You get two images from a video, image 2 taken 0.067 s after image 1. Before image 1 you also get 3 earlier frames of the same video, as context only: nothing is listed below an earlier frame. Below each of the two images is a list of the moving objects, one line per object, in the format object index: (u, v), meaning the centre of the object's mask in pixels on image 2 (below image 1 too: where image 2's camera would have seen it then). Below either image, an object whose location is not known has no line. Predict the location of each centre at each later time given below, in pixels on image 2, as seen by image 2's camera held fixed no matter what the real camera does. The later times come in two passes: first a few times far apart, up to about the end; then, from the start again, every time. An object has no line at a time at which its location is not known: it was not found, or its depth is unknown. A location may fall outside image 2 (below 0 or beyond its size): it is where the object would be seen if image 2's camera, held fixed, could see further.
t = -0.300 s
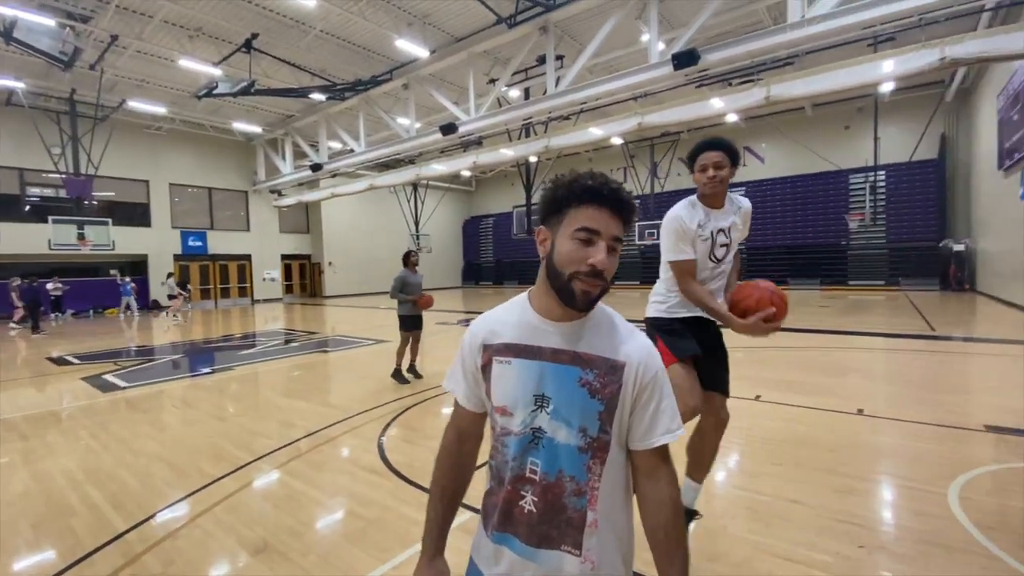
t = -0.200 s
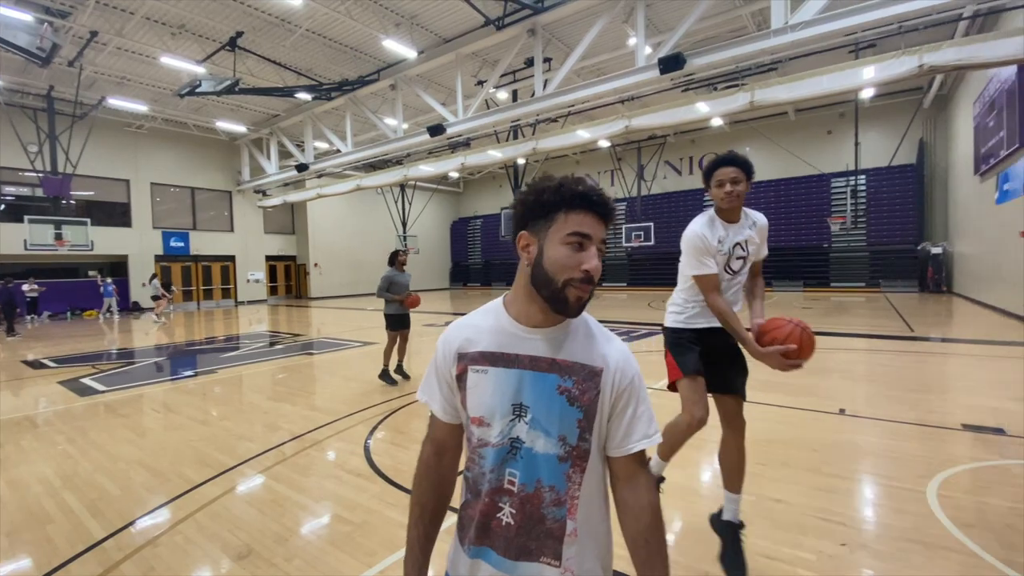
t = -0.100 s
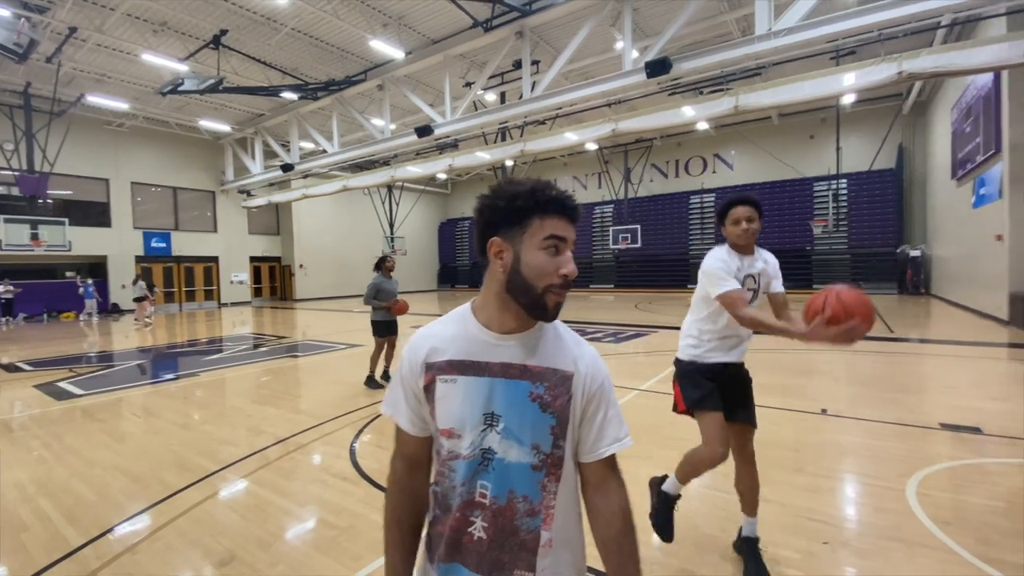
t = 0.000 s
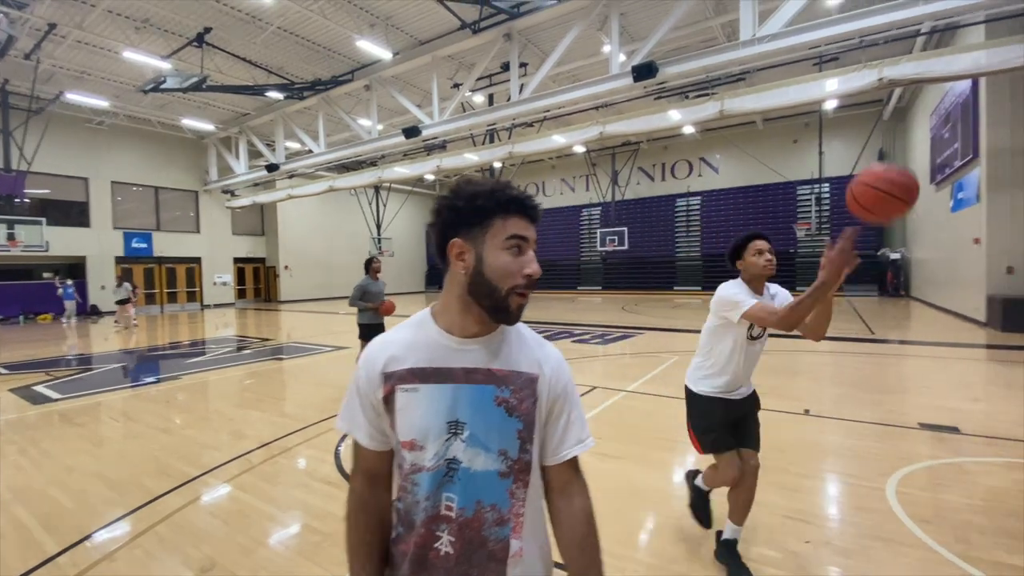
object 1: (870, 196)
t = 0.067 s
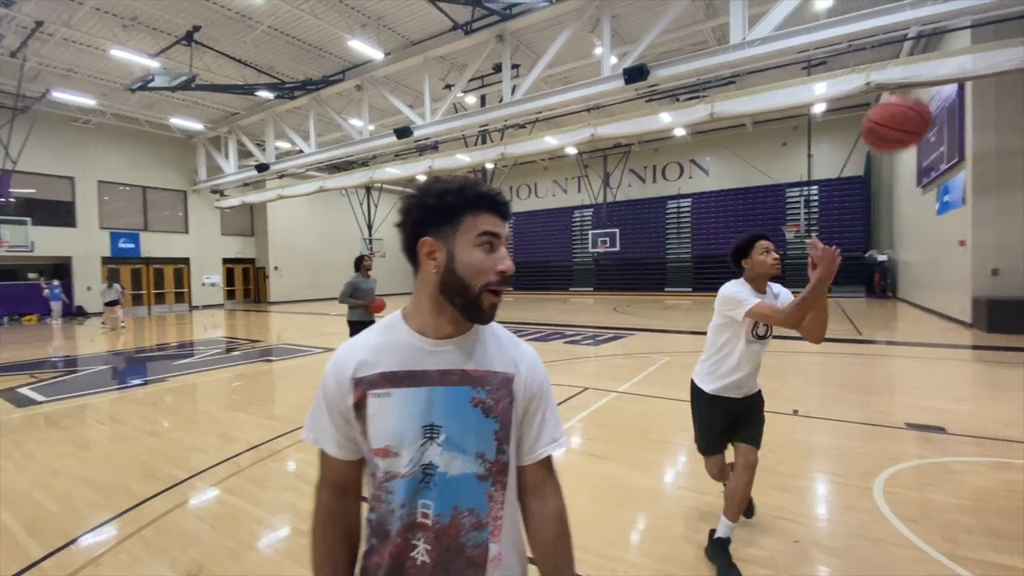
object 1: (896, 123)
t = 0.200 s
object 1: (941, 27)
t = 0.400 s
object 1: (992, -21)
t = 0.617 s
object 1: (1047, -9)
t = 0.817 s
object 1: (1085, 65)
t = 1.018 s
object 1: (1116, 176)
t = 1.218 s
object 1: (1137, 314)
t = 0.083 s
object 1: (902, 108)
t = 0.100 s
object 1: (908, 95)
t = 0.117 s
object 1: (914, 80)
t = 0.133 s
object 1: (919, 68)
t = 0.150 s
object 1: (925, 57)
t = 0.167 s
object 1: (931, 46)
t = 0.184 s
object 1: (936, 36)
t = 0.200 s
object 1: (941, 27)
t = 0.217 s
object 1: (947, 18)
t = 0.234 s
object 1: (952, 11)
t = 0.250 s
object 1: (956, 6)
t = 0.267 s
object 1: (959, 1)
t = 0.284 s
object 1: (963, -3)
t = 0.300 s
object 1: (967, -6)
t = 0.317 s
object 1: (972, -9)
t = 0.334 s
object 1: (976, -12)
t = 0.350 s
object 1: (980, -15)
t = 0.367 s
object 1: (984, -17)
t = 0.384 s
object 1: (988, -19)
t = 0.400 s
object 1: (992, -21)
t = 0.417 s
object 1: (997, -22)
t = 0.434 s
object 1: (1001, -23)
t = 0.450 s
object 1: (1006, -24)
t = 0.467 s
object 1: (1010, -25)
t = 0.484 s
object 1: (1015, -26)
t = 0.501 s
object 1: (1019, -26)
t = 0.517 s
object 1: (1023, -26)
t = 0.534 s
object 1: (1028, -25)
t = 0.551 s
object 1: (1033, -24)
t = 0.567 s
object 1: (1036, -21)
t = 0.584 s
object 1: (1040, -17)
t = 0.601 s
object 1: (1044, -14)
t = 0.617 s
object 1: (1047, -9)
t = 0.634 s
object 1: (1050, -4)
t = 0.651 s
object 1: (1054, 1)
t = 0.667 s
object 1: (1057, 6)
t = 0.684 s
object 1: (1060, 12)
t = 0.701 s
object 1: (1063, 16)
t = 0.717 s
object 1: (1065, 22)
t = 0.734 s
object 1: (1068, 29)
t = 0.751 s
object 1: (1072, 36)
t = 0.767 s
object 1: (1076, 42)
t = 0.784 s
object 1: (1079, 50)
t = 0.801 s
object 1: (1082, 57)
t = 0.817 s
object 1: (1085, 65)
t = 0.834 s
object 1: (1088, 72)
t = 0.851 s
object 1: (1090, 81)
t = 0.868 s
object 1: (1093, 89)
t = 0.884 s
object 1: (1096, 98)
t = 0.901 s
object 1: (1098, 107)
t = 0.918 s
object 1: (1100, 117)
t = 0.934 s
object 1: (1103, 126)
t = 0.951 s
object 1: (1106, 135)
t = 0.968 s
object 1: (1108, 146)
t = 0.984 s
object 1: (1111, 156)
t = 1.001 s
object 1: (1113, 165)
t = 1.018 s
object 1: (1116, 176)
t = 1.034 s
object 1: (1118, 186)
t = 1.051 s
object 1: (1120, 197)
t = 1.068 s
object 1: (1122, 208)
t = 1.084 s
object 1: (1124, 219)
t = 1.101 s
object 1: (1126, 231)
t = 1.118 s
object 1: (1127, 242)
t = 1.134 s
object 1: (1129, 254)
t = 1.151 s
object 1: (1132, 265)
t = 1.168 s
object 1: (1133, 277)
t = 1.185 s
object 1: (1134, 289)
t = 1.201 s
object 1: (1136, 302)
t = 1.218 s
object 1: (1137, 314)
